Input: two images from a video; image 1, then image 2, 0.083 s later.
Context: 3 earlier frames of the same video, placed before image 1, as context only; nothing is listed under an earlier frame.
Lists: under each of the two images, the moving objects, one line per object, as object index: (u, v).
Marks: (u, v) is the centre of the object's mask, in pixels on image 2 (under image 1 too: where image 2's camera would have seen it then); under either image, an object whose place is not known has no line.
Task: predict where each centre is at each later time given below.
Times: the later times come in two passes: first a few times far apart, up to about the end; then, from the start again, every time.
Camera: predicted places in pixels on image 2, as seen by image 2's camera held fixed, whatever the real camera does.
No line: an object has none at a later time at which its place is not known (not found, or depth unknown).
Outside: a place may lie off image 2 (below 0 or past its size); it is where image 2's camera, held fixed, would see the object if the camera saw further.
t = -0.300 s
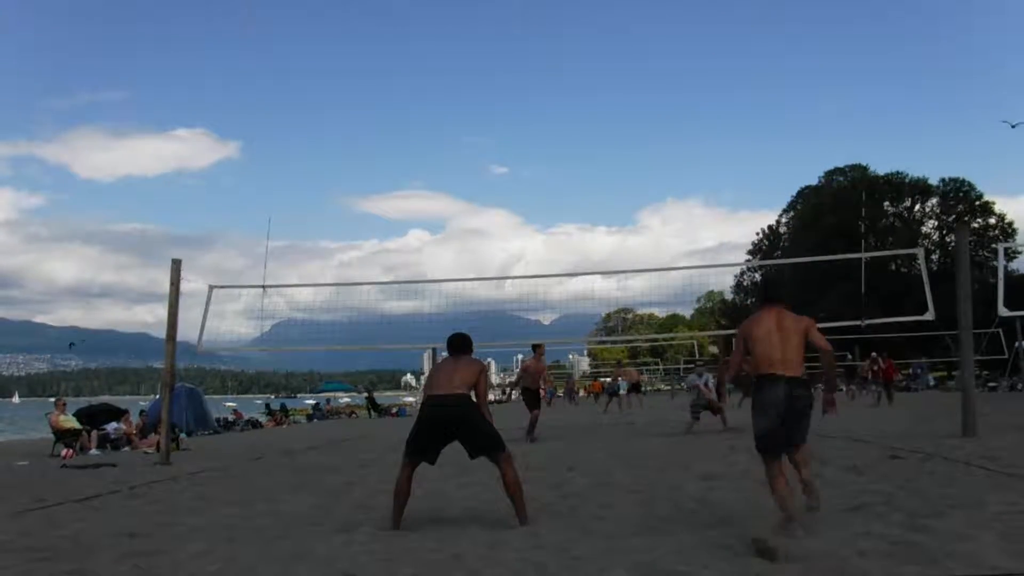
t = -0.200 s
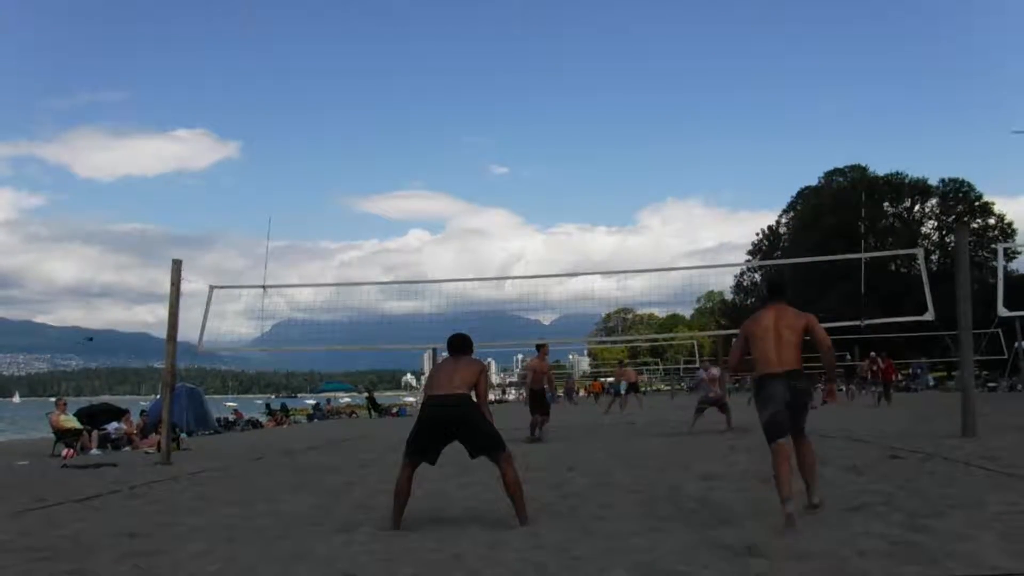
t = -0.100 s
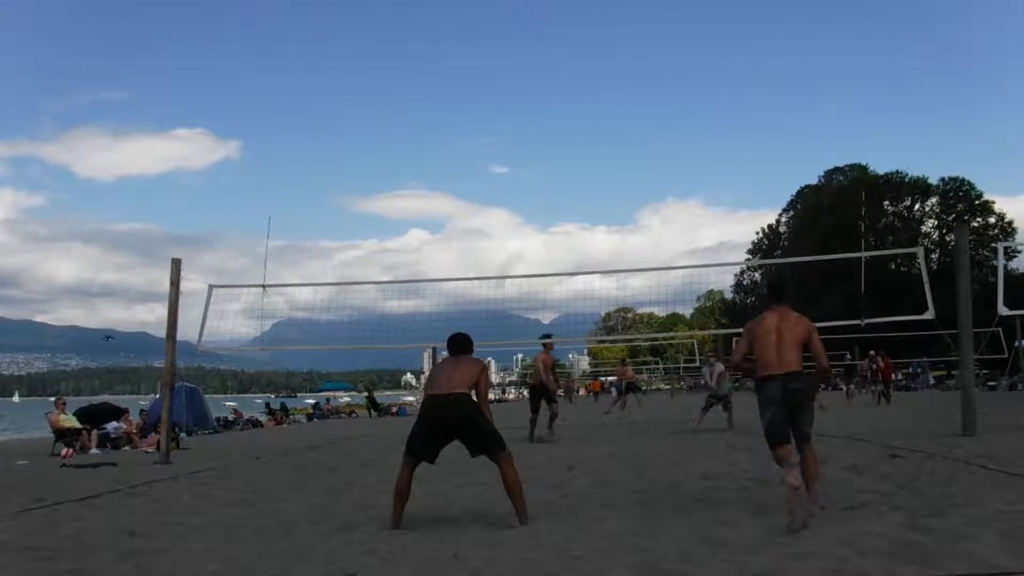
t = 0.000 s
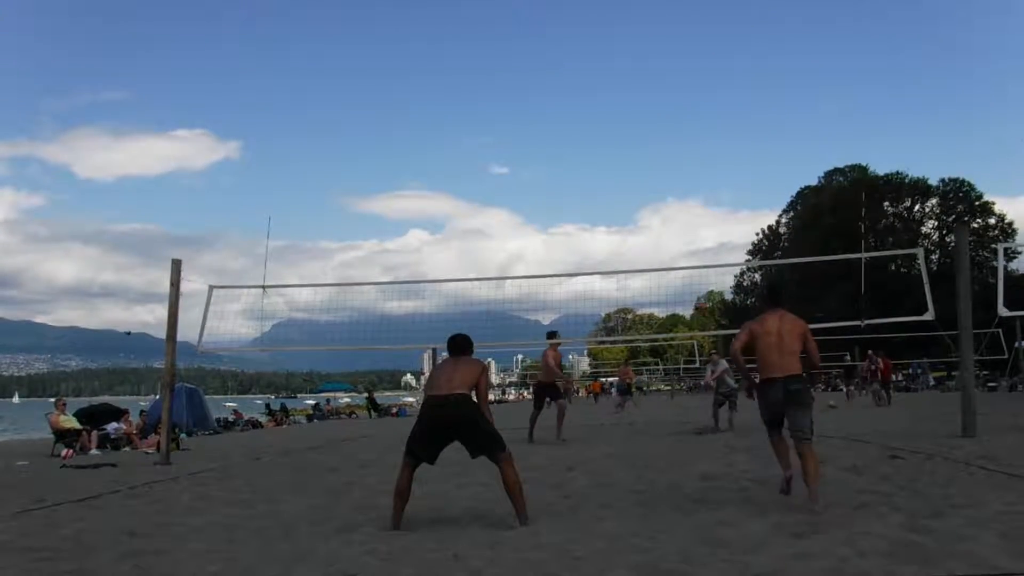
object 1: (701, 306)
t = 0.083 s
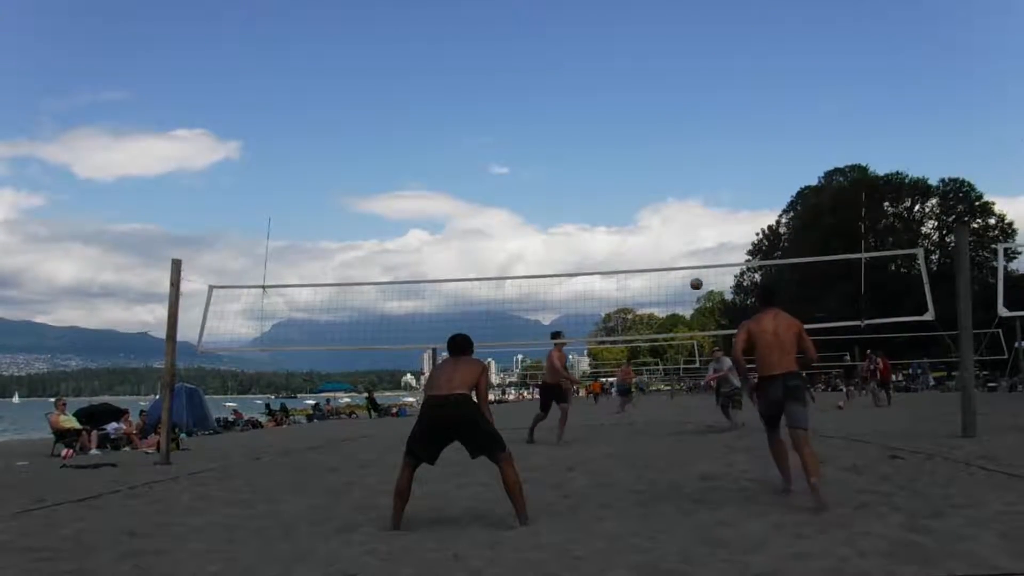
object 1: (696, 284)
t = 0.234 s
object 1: (690, 252)
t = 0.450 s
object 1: (683, 229)
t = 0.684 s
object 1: (679, 233)
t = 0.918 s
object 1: (679, 269)
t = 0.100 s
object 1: (695, 280)
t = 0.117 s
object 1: (695, 276)
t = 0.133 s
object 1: (694, 273)
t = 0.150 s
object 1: (693, 268)
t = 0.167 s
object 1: (693, 265)
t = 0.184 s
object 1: (692, 261)
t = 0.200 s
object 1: (691, 258)
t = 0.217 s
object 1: (691, 255)
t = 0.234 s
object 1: (690, 252)
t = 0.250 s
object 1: (690, 250)
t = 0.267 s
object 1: (689, 247)
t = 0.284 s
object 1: (689, 244)
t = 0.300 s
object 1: (688, 242)
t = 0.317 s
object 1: (687, 240)
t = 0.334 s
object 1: (687, 238)
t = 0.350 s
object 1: (686, 236)
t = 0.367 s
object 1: (686, 234)
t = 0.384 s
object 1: (685, 233)
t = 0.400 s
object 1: (685, 232)
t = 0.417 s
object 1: (684, 231)
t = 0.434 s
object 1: (684, 229)
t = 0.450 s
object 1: (683, 229)
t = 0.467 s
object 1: (683, 228)
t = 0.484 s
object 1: (683, 227)
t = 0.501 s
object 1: (682, 227)
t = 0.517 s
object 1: (682, 226)
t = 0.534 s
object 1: (681, 226)
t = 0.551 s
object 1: (681, 226)
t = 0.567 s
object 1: (681, 227)
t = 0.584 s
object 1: (681, 227)
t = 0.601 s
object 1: (680, 227)
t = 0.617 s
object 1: (680, 228)
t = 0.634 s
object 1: (680, 229)
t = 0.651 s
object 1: (679, 230)
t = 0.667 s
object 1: (679, 231)
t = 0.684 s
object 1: (679, 233)
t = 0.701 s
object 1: (679, 234)
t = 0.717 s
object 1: (679, 236)
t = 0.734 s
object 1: (679, 237)
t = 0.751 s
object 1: (679, 239)
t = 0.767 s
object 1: (679, 241)
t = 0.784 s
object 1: (678, 244)
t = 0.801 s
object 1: (678, 246)
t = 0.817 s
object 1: (678, 249)
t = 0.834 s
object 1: (679, 252)
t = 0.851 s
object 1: (679, 255)
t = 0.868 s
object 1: (679, 258)
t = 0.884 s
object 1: (679, 261)
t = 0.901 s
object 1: (679, 265)
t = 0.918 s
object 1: (679, 269)
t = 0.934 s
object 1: (680, 273)
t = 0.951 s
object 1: (680, 277)
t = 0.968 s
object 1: (680, 281)
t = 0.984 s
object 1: (680, 286)
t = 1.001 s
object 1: (681, 290)
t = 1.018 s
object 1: (681, 296)
